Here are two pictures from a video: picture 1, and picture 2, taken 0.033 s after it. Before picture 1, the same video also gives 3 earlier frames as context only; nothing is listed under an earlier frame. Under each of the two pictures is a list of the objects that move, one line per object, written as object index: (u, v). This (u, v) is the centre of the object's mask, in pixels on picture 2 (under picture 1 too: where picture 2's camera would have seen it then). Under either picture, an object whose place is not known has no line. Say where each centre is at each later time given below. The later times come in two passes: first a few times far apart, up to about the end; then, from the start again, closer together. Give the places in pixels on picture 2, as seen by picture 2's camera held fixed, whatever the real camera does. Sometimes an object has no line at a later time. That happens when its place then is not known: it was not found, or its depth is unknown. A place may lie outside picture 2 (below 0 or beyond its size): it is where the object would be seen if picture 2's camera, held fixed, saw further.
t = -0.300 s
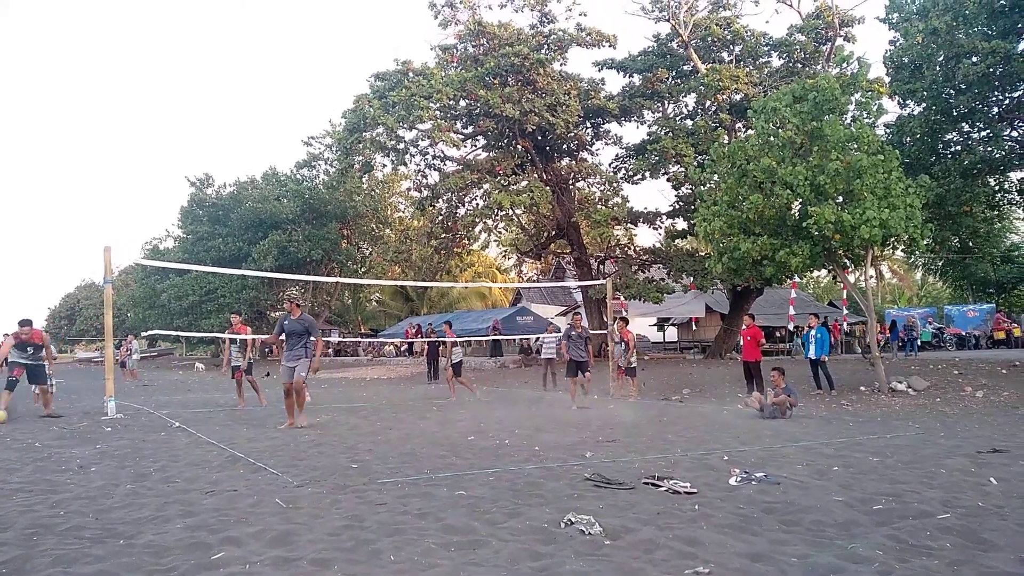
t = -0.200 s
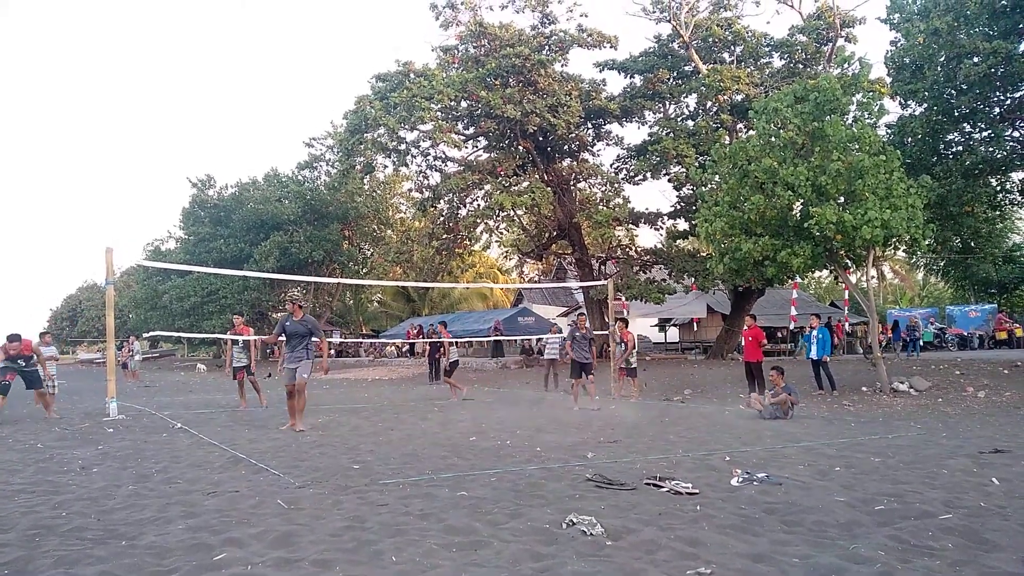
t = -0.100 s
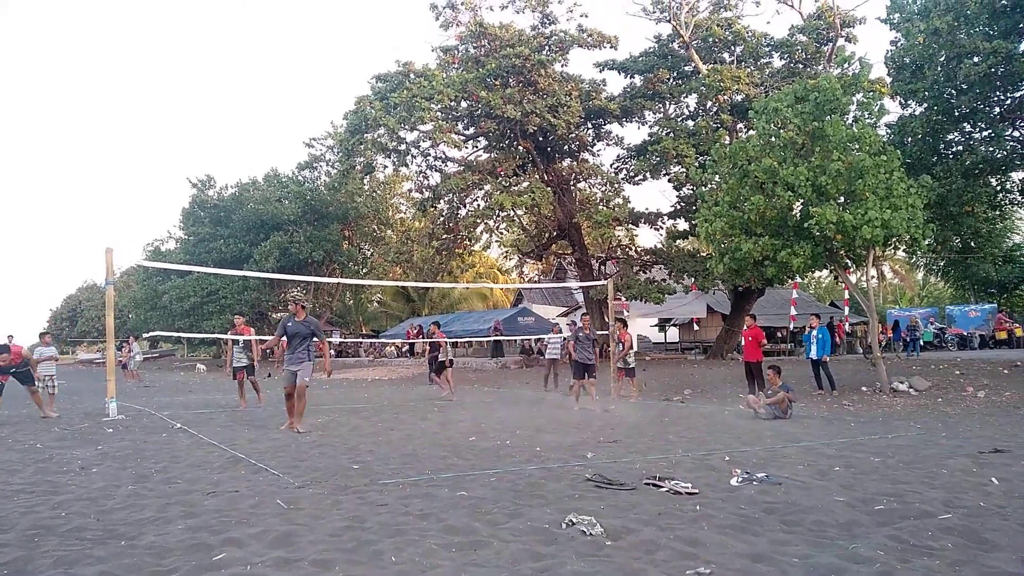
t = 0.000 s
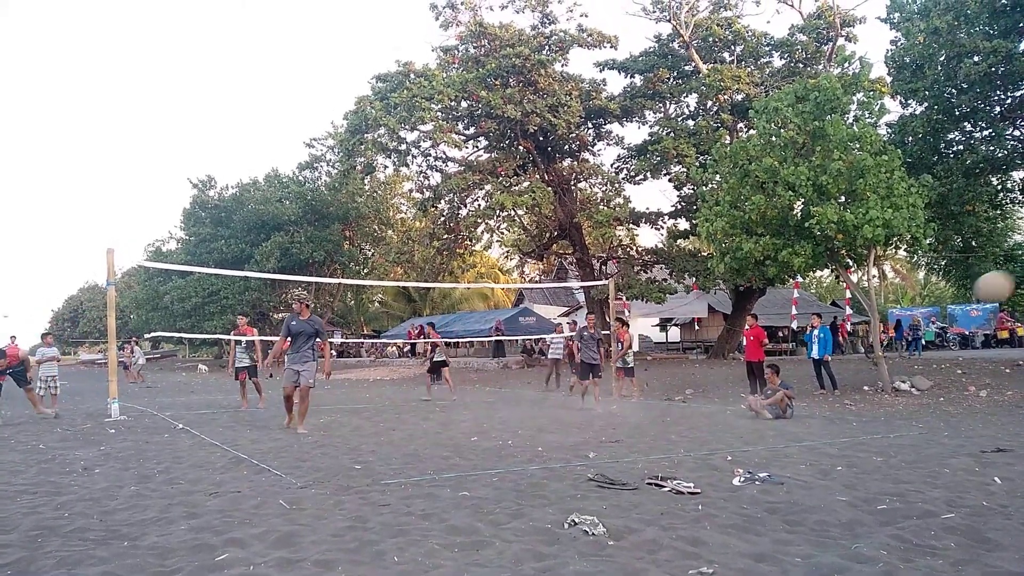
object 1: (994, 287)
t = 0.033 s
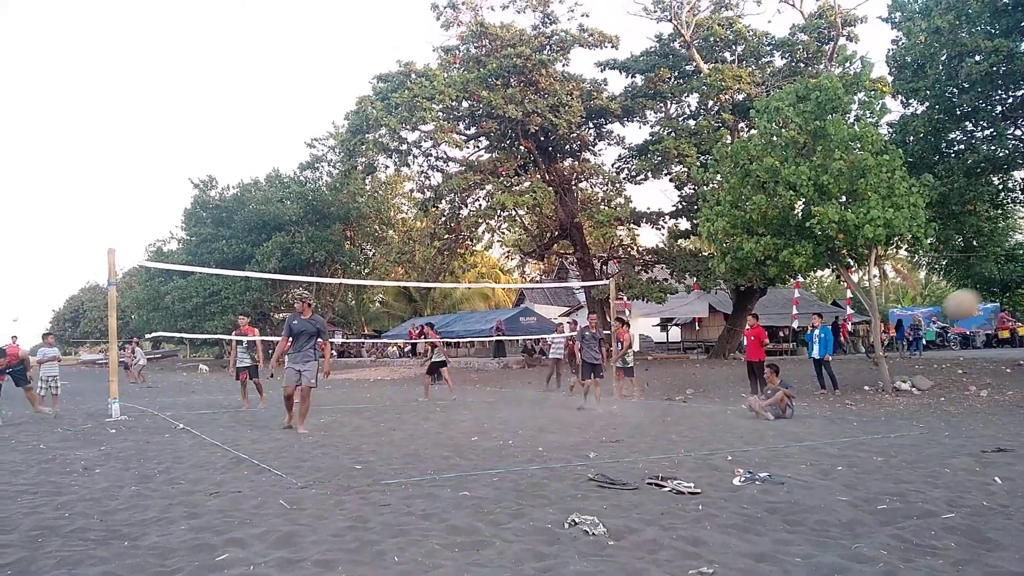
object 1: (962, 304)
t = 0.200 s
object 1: (833, 398)
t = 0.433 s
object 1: (718, 401)
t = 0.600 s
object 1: (658, 394)
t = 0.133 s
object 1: (879, 360)
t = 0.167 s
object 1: (854, 379)
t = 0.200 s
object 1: (833, 398)
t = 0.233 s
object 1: (811, 417)
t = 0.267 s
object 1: (793, 437)
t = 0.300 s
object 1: (776, 430)
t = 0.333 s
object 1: (762, 421)
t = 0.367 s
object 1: (746, 412)
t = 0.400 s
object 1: (731, 406)
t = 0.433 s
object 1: (718, 401)
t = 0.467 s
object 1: (705, 397)
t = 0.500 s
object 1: (692, 394)
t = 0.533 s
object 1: (680, 393)
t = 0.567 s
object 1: (669, 393)
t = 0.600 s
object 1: (658, 394)
